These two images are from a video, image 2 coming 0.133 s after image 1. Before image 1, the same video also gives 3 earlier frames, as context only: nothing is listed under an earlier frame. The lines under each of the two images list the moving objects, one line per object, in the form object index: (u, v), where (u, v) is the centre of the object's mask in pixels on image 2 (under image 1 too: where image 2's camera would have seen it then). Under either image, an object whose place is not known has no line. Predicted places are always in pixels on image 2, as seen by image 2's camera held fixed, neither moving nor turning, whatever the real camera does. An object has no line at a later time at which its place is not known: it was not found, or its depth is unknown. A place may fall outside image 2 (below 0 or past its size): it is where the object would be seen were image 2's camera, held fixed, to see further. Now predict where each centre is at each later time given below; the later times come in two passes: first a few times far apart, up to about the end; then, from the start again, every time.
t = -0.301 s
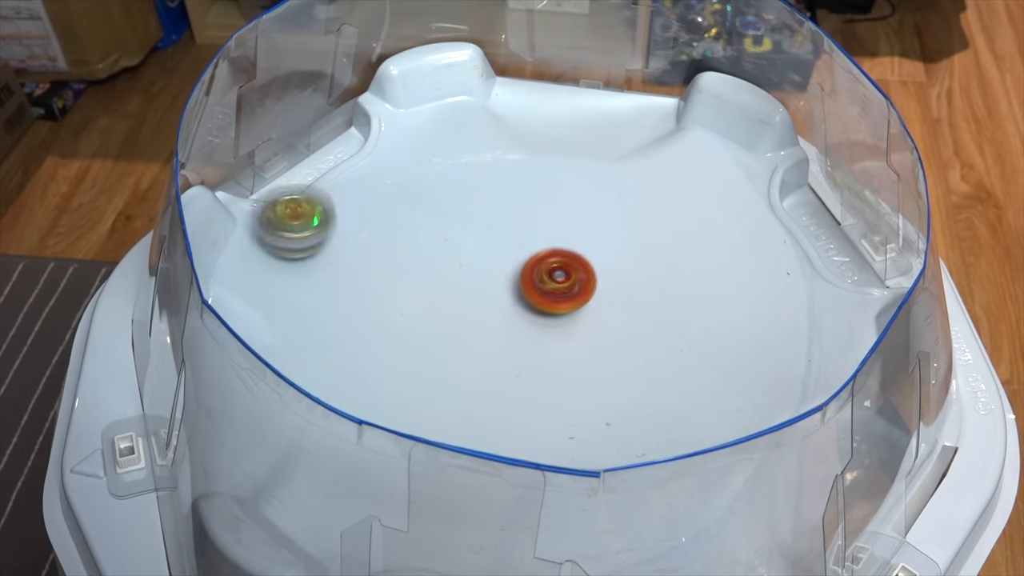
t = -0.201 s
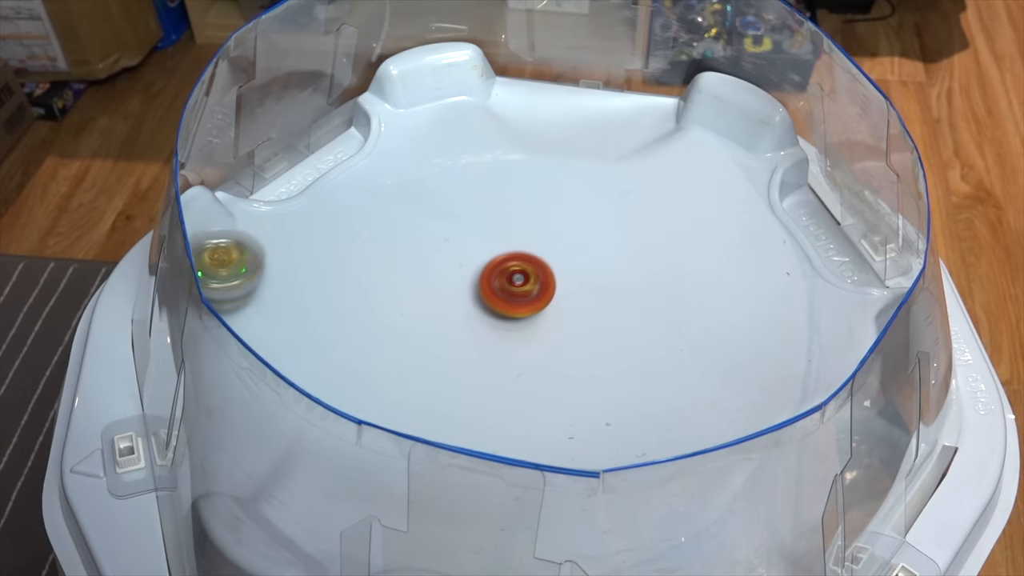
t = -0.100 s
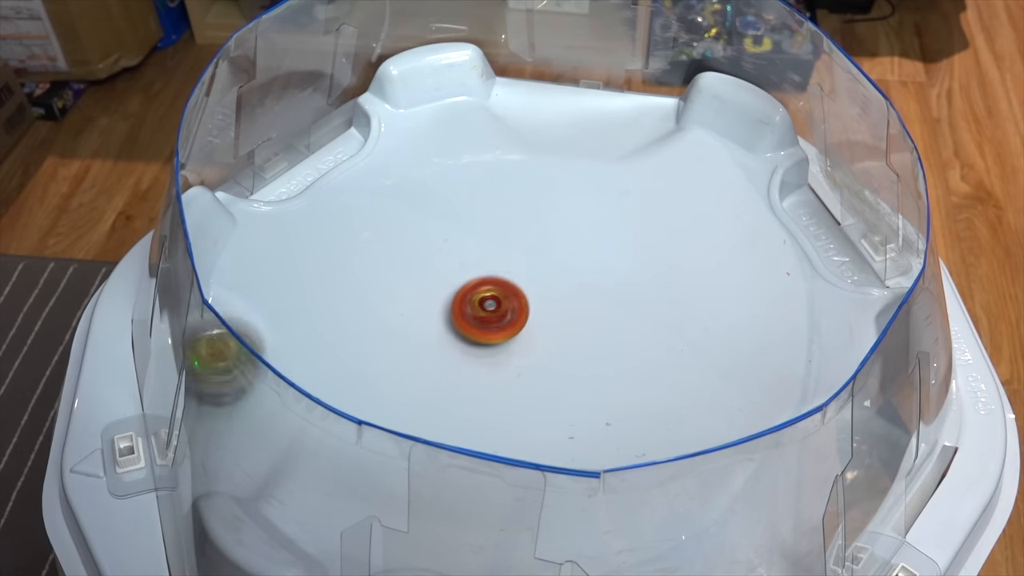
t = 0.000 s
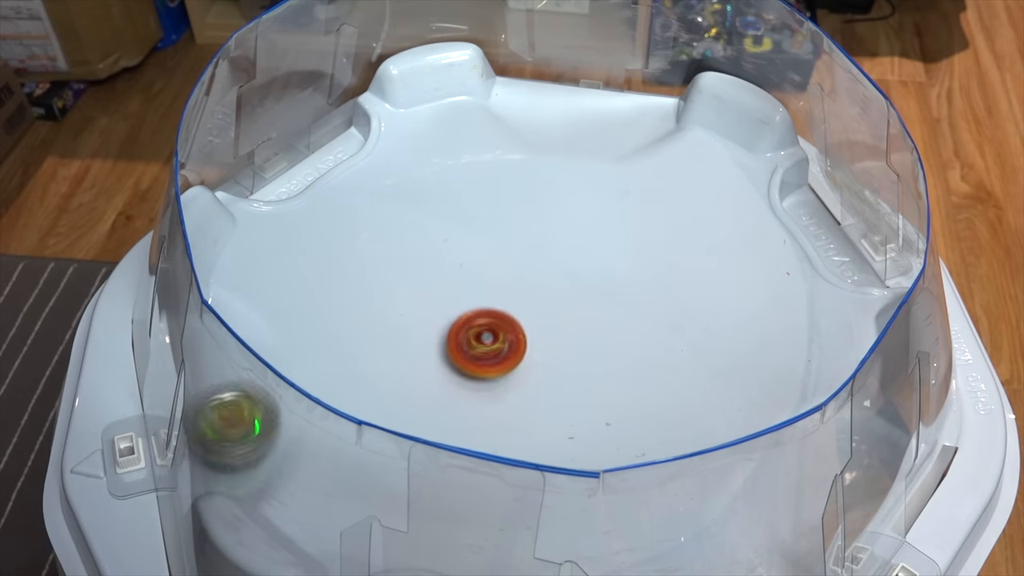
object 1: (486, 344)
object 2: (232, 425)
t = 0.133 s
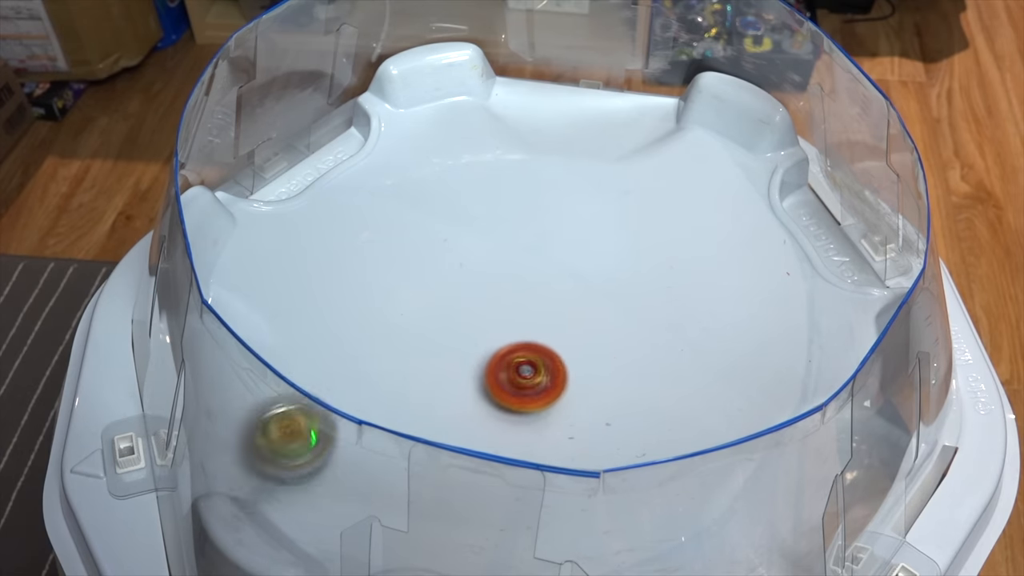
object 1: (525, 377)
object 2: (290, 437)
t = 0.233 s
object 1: (569, 381)
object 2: (369, 420)
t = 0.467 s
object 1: (655, 269)
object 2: (614, 392)
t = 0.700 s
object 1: (674, 109)
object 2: (656, 331)
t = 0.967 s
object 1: (556, 117)
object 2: (470, 244)
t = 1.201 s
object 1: (474, 207)
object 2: (347, 359)
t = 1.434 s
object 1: (426, 372)
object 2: (501, 531)
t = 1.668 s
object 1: (539, 430)
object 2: (790, 450)
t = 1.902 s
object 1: (607, 362)
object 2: (835, 324)
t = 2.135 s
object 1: (552, 313)
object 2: (680, 200)
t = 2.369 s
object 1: (499, 339)
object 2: (429, 136)
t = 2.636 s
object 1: (539, 363)
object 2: (217, 326)
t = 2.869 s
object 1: (545, 351)
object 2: (349, 501)
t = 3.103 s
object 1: (531, 323)
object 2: (711, 532)
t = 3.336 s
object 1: (549, 320)
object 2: (811, 347)
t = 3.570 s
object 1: (549, 354)
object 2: (692, 164)
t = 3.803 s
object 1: (543, 343)
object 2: (516, 85)
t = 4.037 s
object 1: (576, 334)
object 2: (437, 239)
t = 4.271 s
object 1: (560, 353)
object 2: (511, 490)
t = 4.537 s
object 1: (528, 335)
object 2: (809, 487)
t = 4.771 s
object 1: (554, 336)
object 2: (756, 332)
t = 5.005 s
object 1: (551, 372)
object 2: (568, 190)
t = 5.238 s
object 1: (531, 349)
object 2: (319, 205)
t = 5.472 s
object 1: (553, 317)
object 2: (229, 399)
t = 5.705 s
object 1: (550, 343)
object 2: (393, 420)
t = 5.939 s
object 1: (517, 328)
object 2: (702, 338)
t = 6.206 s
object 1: (539, 319)
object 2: (752, 141)
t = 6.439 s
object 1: (557, 341)
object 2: (540, 219)
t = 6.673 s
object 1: (535, 354)
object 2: (400, 445)
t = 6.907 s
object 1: (527, 329)
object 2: (568, 563)
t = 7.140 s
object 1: (552, 335)
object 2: (635, 394)
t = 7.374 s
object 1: (554, 345)
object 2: (550, 153)
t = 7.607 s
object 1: (549, 348)
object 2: (437, 108)
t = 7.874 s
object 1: (544, 346)
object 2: (420, 319)
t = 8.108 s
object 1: (545, 343)
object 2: (715, 483)
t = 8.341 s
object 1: (544, 344)
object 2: (736, 391)
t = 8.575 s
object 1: (544, 342)
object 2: (564, 212)
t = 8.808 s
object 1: (546, 341)
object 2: (357, 161)
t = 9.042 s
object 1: (547, 341)
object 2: (296, 262)
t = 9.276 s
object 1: (546, 341)
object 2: (487, 420)
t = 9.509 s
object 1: (549, 342)
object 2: (798, 346)
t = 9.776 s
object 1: (547, 344)
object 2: (835, 224)
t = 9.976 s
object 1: (553, 345)
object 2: (762, 153)
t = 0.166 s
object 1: (539, 381)
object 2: (312, 429)
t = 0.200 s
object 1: (554, 382)
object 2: (339, 424)
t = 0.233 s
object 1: (569, 381)
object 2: (369, 420)
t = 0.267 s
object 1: (584, 377)
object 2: (404, 416)
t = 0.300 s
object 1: (597, 370)
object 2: (441, 409)
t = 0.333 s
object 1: (608, 361)
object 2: (480, 408)
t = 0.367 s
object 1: (617, 350)
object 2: (521, 402)
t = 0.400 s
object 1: (623, 339)
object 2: (565, 392)
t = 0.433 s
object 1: (634, 313)
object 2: (597, 384)
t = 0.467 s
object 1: (655, 269)
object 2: (614, 392)
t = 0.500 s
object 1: (670, 229)
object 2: (628, 393)
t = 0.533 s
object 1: (681, 195)
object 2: (640, 392)
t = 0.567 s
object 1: (688, 166)
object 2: (650, 386)
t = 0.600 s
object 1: (693, 141)
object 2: (658, 376)
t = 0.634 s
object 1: (694, 122)
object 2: (661, 363)
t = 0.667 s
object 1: (686, 110)
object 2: (661, 348)
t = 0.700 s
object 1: (674, 109)
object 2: (656, 331)
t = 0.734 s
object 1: (659, 118)
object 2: (647, 314)
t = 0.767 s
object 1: (639, 117)
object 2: (629, 296)
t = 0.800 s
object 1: (622, 113)
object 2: (610, 280)
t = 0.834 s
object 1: (606, 110)
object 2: (584, 266)
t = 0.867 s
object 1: (592, 110)
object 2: (557, 254)
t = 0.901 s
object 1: (579, 111)
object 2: (528, 247)
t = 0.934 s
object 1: (567, 114)
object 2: (498, 244)
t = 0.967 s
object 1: (556, 117)
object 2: (470, 244)
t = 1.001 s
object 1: (546, 122)
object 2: (443, 250)
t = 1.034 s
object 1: (537, 129)
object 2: (416, 259)
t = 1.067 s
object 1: (528, 138)
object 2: (395, 272)
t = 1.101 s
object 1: (517, 150)
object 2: (376, 289)
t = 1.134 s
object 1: (504, 166)
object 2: (362, 309)
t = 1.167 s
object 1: (489, 185)
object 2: (353, 333)
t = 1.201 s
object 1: (474, 207)
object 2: (347, 359)
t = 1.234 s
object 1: (458, 230)
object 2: (347, 386)
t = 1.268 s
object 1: (444, 255)
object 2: (355, 416)
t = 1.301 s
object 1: (431, 281)
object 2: (369, 444)
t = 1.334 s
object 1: (423, 306)
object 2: (390, 472)
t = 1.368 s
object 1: (419, 330)
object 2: (421, 500)
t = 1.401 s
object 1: (420, 353)
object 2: (459, 517)
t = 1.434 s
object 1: (426, 372)
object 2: (501, 531)
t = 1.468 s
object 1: (438, 389)
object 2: (547, 534)
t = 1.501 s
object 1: (450, 403)
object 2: (595, 534)
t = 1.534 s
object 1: (465, 414)
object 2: (645, 528)
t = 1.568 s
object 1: (483, 421)
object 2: (687, 513)
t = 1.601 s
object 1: (501, 426)
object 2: (727, 496)
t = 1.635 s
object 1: (520, 429)
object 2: (759, 473)
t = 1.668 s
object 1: (539, 430)
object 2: (790, 450)
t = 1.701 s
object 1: (555, 426)
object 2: (813, 434)
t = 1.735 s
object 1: (572, 419)
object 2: (835, 409)
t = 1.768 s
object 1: (586, 410)
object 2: (845, 389)
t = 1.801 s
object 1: (596, 399)
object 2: (854, 368)
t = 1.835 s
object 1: (603, 387)
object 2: (841, 347)
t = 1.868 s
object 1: (606, 374)
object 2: (840, 337)
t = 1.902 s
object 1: (607, 362)
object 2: (835, 324)
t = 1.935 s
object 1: (605, 351)
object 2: (819, 309)
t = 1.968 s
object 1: (601, 341)
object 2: (801, 292)
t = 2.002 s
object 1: (595, 332)
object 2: (782, 274)
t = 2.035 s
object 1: (586, 325)
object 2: (760, 256)
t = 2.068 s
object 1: (576, 319)
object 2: (734, 237)
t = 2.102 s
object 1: (564, 315)
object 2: (708, 218)
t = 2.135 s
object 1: (552, 313)
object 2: (680, 200)
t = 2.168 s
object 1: (539, 313)
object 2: (650, 182)
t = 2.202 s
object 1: (527, 315)
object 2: (616, 166)
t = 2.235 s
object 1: (517, 318)
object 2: (580, 153)
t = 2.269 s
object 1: (508, 322)
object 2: (544, 143)
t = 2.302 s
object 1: (502, 328)
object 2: (505, 136)
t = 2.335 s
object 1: (499, 334)
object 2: (467, 134)
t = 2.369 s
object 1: (499, 339)
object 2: (429, 136)
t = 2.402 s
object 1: (501, 344)
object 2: (392, 142)
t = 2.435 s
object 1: (504, 348)
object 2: (356, 152)
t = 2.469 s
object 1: (508, 352)
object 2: (323, 167)
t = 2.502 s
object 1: (515, 356)
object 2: (291, 189)
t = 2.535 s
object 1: (522, 358)
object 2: (264, 219)
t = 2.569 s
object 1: (527, 360)
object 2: (241, 245)
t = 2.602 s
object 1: (533, 361)
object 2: (232, 278)
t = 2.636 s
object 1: (539, 363)
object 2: (217, 326)
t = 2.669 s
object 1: (543, 363)
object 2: (211, 359)
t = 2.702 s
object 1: (546, 363)
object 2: (223, 393)
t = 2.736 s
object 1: (547, 362)
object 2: (244, 427)
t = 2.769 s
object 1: (548, 360)
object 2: (267, 451)
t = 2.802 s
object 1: (548, 357)
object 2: (288, 461)
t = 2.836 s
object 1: (547, 354)
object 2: (314, 483)
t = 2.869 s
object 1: (545, 351)
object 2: (349, 501)
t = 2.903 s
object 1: (543, 348)
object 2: (389, 518)
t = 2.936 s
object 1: (540, 343)
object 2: (433, 530)
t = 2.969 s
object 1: (536, 339)
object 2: (483, 539)
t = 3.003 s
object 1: (534, 335)
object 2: (537, 539)
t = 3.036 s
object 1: (533, 332)
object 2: (593, 540)
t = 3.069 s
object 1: (532, 327)
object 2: (653, 536)
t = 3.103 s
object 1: (531, 323)
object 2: (711, 532)
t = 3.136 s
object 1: (532, 320)
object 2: (765, 523)
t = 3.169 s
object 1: (534, 317)
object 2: (807, 513)
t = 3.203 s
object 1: (535, 314)
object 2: (816, 475)
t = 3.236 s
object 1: (538, 314)
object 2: (820, 440)
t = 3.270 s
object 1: (542, 315)
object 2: (813, 408)
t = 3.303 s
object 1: (545, 317)
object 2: (811, 370)
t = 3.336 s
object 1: (549, 320)
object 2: (811, 347)
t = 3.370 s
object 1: (553, 324)
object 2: (801, 319)
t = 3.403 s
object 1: (555, 328)
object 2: (791, 293)
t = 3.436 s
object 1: (556, 334)
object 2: (778, 266)
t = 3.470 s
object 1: (557, 340)
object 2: (761, 239)
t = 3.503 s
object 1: (555, 345)
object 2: (741, 214)
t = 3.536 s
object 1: (553, 350)
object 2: (718, 188)
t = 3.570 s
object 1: (549, 354)
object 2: (692, 164)
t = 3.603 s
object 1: (545, 355)
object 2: (663, 145)
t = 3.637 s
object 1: (541, 356)
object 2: (637, 125)
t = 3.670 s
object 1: (539, 355)
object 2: (607, 115)
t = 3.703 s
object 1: (538, 353)
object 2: (582, 98)
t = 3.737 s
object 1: (538, 351)
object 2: (562, 87)
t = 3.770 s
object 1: (540, 347)
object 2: (539, 82)
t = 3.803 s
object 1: (543, 343)
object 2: (516, 85)
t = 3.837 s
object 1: (546, 339)
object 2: (496, 92)
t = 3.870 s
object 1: (552, 336)
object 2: (489, 104)
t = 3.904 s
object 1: (557, 333)
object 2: (480, 126)
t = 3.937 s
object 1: (563, 331)
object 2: (471, 148)
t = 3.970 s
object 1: (569, 330)
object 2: (461, 177)
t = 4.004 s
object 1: (573, 331)
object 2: (448, 205)
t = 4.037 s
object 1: (576, 334)
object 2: (437, 239)
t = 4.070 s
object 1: (577, 336)
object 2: (426, 275)
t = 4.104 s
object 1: (576, 340)
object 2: (418, 312)
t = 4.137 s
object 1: (575, 344)
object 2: (418, 351)
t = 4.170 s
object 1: (572, 346)
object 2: (428, 393)
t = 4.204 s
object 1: (569, 350)
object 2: (447, 428)
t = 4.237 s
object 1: (565, 351)
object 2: (476, 460)
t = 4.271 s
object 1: (560, 353)
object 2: (511, 490)
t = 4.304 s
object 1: (555, 353)
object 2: (550, 515)
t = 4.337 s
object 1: (549, 352)
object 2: (600, 530)
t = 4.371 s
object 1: (543, 352)
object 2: (651, 537)
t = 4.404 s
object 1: (538, 349)
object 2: (705, 539)
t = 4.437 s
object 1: (533, 346)
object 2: (744, 531)
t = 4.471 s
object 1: (531, 343)
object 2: (775, 518)
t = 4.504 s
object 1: (528, 339)
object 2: (801, 514)
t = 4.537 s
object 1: (528, 335)
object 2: (809, 487)
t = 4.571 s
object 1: (531, 330)
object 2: (816, 460)
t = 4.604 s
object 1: (535, 328)
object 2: (813, 437)
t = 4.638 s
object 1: (541, 326)
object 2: (808, 415)
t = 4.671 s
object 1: (544, 326)
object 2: (799, 387)
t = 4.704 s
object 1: (549, 328)
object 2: (788, 371)
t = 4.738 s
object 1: (551, 331)
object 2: (773, 352)
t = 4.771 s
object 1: (554, 336)
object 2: (756, 332)
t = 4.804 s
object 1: (555, 341)
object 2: (736, 311)
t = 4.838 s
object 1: (556, 347)
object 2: (716, 289)
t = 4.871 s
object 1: (557, 352)
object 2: (692, 266)
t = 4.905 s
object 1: (556, 358)
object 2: (667, 245)
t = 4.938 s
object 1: (556, 363)
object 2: (636, 224)
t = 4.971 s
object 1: (553, 368)
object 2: (604, 205)
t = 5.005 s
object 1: (551, 372)
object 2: (568, 190)
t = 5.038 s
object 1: (546, 373)
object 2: (530, 179)
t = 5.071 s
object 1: (542, 374)
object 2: (492, 171)
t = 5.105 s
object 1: (536, 372)
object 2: (454, 169)
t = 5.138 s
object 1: (533, 368)
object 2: (416, 171)
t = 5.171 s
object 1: (532, 362)
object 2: (382, 177)
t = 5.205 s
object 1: (531, 356)
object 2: (348, 188)
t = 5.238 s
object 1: (531, 349)
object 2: (319, 205)
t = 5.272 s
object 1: (532, 343)
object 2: (291, 224)
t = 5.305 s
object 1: (533, 336)
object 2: (270, 246)
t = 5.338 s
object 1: (535, 330)
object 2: (255, 275)
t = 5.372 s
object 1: (538, 324)
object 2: (246, 311)
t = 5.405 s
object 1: (543, 320)
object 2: (235, 341)
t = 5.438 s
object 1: (548, 317)
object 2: (232, 370)
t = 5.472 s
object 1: (553, 317)
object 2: (229, 399)
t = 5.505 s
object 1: (557, 317)
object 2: (232, 421)
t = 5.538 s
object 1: (558, 320)
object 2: (240, 445)
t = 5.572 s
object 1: (558, 323)
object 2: (261, 439)
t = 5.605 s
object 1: (557, 328)
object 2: (287, 433)
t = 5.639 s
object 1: (555, 332)
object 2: (318, 430)
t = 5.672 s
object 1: (553, 338)
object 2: (355, 423)
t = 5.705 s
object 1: (550, 343)
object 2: (393, 420)
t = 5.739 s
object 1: (546, 348)
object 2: (435, 416)
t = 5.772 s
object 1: (541, 351)
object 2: (480, 414)
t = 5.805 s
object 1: (536, 349)
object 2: (529, 410)
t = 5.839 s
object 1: (527, 348)
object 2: (581, 400)
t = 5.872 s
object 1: (523, 340)
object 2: (627, 384)
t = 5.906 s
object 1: (519, 334)
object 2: (666, 363)
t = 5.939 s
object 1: (517, 328)
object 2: (702, 338)
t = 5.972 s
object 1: (516, 324)
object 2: (728, 311)
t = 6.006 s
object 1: (517, 320)
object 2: (748, 280)
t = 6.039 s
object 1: (519, 318)
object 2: (760, 254)
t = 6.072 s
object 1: (521, 316)
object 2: (770, 229)
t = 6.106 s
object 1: (525, 315)
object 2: (775, 201)
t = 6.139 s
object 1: (529, 316)
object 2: (769, 176)
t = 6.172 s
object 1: (534, 317)
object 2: (760, 160)
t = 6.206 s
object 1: (539, 319)
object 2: (752, 141)
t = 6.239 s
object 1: (543, 321)
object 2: (723, 135)
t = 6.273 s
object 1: (549, 324)
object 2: (698, 139)
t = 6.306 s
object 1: (552, 326)
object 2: (669, 156)
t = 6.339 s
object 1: (555, 330)
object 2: (638, 165)
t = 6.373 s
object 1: (557, 333)
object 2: (606, 179)
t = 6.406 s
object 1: (558, 337)
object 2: (577, 196)
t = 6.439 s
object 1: (557, 341)
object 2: (540, 219)
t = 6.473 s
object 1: (555, 344)
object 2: (505, 246)
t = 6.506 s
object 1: (554, 348)
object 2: (474, 277)
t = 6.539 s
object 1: (550, 351)
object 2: (446, 309)
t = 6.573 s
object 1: (548, 353)
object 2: (423, 343)
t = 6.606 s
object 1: (544, 355)
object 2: (408, 379)
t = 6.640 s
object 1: (539, 354)
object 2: (402, 410)
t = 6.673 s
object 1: (535, 354)
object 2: (400, 445)
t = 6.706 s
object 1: (531, 352)
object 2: (405, 485)
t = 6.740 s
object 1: (528, 349)
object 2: (420, 519)
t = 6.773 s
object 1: (526, 346)
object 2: (440, 541)
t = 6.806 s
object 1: (523, 342)
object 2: (459, 556)
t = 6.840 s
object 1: (524, 337)
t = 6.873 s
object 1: (524, 333)
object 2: (537, 568)
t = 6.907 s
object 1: (527, 329)
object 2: (568, 563)
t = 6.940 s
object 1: (531, 327)
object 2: (593, 555)
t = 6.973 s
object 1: (535, 326)
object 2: (610, 543)
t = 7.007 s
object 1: (540, 326)
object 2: (613, 528)
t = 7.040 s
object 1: (544, 328)
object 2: (619, 501)
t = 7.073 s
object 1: (547, 330)
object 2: (623, 461)
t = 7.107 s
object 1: (550, 333)
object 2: (630, 428)
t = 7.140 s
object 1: (552, 335)
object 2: (635, 394)
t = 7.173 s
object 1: (552, 337)
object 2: (639, 356)
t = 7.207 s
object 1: (554, 339)
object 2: (636, 316)
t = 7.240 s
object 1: (555, 341)
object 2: (627, 276)
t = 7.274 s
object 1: (555, 342)
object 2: (613, 240)
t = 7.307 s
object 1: (555, 344)
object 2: (594, 207)
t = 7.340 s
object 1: (554, 345)
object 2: (573, 178)
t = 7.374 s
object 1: (554, 345)
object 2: (550, 153)
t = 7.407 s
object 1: (554, 346)
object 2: (526, 131)
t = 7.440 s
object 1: (553, 347)
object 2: (506, 112)
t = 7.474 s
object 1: (552, 347)
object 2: (490, 98)
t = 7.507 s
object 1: (552, 347)
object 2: (475, 88)
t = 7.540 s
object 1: (550, 347)
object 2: (461, 85)
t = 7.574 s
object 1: (550, 347)
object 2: (449, 92)
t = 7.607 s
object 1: (549, 348)
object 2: (437, 108)
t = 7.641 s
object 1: (547, 347)
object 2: (426, 120)
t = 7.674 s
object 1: (547, 347)
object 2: (417, 138)
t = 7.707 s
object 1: (547, 347)
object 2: (411, 157)
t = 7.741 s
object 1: (546, 347)
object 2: (406, 181)
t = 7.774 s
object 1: (546, 347)
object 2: (403, 210)
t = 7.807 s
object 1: (545, 347)
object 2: (404, 242)
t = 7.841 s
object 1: (544, 347)
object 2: (408, 279)
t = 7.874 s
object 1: (544, 346)
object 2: (420, 319)
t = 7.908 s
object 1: (544, 346)
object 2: (442, 359)
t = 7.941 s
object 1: (544, 345)
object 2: (474, 397)
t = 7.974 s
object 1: (544, 344)
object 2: (517, 425)
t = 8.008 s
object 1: (544, 344)
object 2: (563, 448)
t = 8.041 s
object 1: (544, 344)
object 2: (612, 464)
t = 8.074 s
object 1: (544, 343)
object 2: (664, 474)
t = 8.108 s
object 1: (545, 343)
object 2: (715, 483)
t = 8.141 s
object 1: (545, 343)
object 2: (766, 502)
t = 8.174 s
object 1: (544, 342)
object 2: (809, 510)
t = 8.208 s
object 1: (544, 342)
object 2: (811, 490)
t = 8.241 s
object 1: (544, 343)
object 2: (791, 464)
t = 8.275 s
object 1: (544, 343)
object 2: (773, 438)
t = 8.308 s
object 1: (544, 343)
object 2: (754, 405)
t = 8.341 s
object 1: (544, 344)
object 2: (736, 391)
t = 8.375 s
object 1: (543, 344)
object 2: (714, 364)
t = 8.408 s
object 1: (543, 343)
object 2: (696, 342)
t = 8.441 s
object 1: (543, 343)
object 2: (673, 313)
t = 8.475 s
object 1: (543, 343)
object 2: (652, 287)
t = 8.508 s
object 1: (543, 342)
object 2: (625, 259)
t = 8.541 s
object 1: (543, 342)
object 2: (596, 235)
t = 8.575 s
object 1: (544, 342)
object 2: (564, 212)
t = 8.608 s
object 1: (543, 341)
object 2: (531, 194)
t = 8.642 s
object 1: (544, 341)
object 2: (498, 178)
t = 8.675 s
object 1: (545, 341)
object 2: (466, 168)
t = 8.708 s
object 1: (544, 341)
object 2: (435, 159)
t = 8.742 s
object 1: (545, 340)
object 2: (406, 156)
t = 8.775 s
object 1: (546, 340)
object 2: (381, 156)
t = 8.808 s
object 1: (546, 341)
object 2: (357, 161)
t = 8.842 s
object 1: (546, 341)
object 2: (339, 166)
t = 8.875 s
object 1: (546, 340)
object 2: (320, 177)
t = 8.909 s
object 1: (546, 341)
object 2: (309, 189)
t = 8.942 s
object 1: (546, 341)
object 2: (298, 203)
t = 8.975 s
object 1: (546, 341)
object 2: (293, 222)
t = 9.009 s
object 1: (547, 341)
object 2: (291, 239)
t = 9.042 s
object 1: (547, 341)
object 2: (296, 262)
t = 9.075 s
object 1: (546, 341)
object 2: (304, 283)
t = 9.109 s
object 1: (547, 341)
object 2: (318, 309)
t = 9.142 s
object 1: (547, 342)
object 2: (338, 332)
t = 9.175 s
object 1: (547, 342)
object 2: (363, 360)
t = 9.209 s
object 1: (546, 342)
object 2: (400, 384)
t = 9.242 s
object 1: (546, 341)
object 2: (436, 402)
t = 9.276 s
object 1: (546, 341)
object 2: (487, 420)
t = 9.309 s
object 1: (547, 342)
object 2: (534, 426)
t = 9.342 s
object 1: (547, 342)
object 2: (591, 431)
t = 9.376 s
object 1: (547, 341)
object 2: (638, 422)
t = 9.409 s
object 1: (548, 342)
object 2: (692, 410)
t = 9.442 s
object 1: (548, 342)
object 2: (728, 389)
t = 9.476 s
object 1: (548, 342)
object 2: (771, 370)
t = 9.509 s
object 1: (549, 342)
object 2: (798, 346)
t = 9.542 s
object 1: (550, 342)
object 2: (827, 325)
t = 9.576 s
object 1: (550, 343)
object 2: (840, 303)
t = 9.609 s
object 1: (549, 343)
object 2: (860, 284)
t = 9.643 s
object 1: (549, 343)
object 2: (864, 264)
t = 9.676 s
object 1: (549, 344)
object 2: (865, 256)
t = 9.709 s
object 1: (548, 344)
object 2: (854, 249)
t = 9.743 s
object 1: (547, 344)
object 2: (847, 238)
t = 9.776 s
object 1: (547, 344)
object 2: (835, 224)
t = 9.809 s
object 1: (549, 344)
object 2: (815, 205)
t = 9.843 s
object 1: (551, 344)
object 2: (800, 190)
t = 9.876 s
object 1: (552, 345)
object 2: (790, 175)
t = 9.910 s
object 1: (552, 345)
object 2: (784, 162)
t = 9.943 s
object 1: (553, 345)
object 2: (776, 155)
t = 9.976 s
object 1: (553, 345)
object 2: (762, 153)
